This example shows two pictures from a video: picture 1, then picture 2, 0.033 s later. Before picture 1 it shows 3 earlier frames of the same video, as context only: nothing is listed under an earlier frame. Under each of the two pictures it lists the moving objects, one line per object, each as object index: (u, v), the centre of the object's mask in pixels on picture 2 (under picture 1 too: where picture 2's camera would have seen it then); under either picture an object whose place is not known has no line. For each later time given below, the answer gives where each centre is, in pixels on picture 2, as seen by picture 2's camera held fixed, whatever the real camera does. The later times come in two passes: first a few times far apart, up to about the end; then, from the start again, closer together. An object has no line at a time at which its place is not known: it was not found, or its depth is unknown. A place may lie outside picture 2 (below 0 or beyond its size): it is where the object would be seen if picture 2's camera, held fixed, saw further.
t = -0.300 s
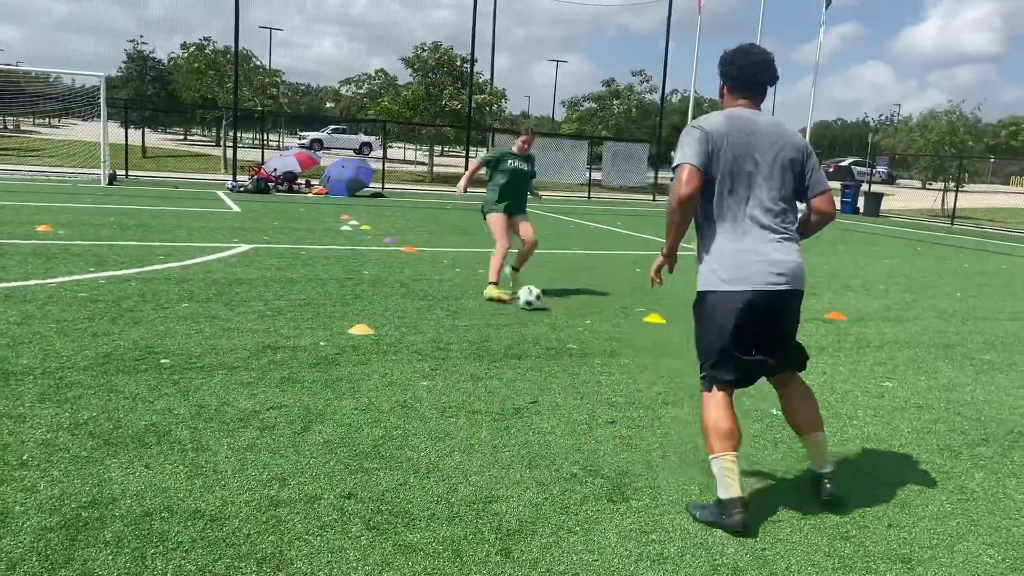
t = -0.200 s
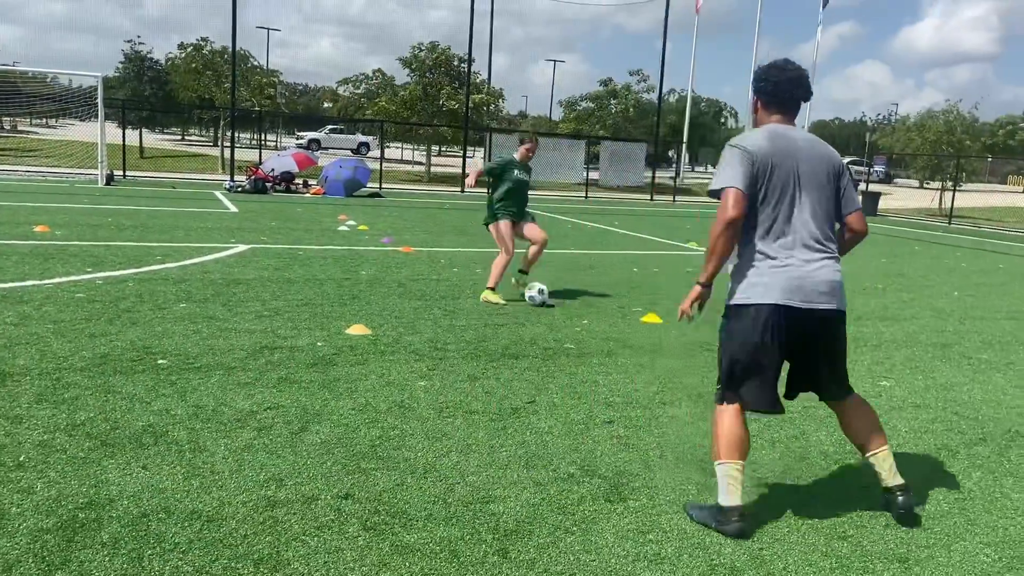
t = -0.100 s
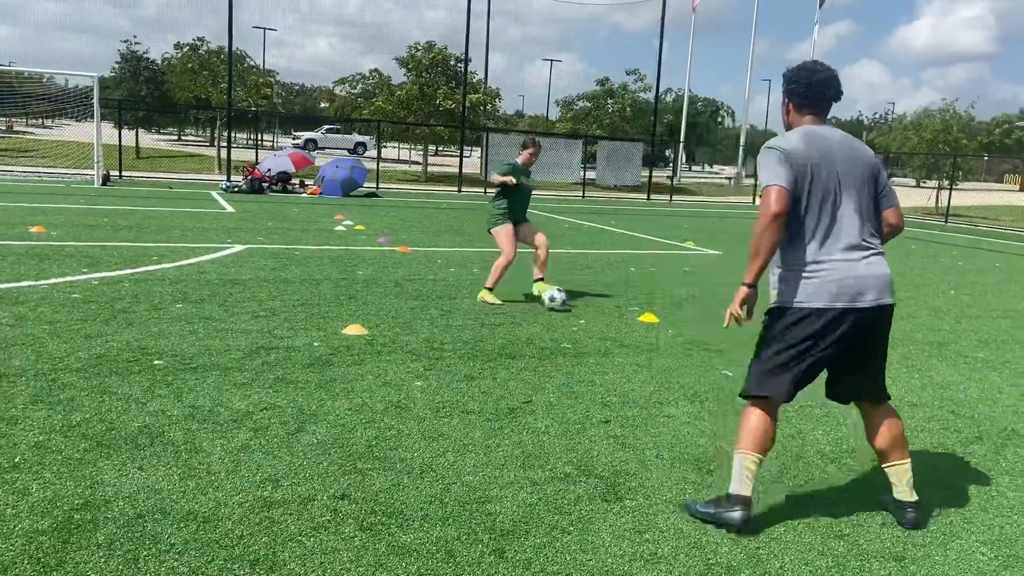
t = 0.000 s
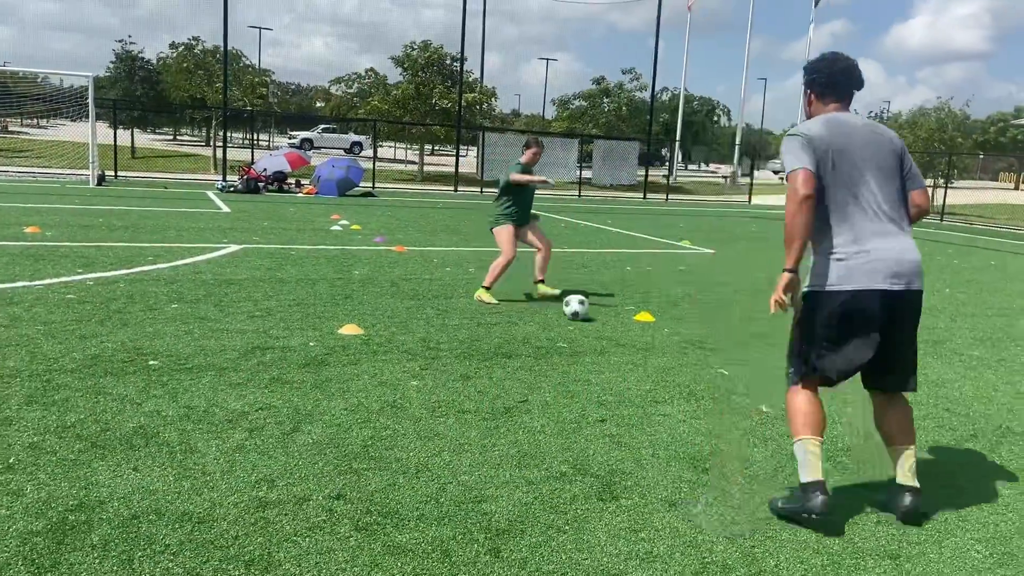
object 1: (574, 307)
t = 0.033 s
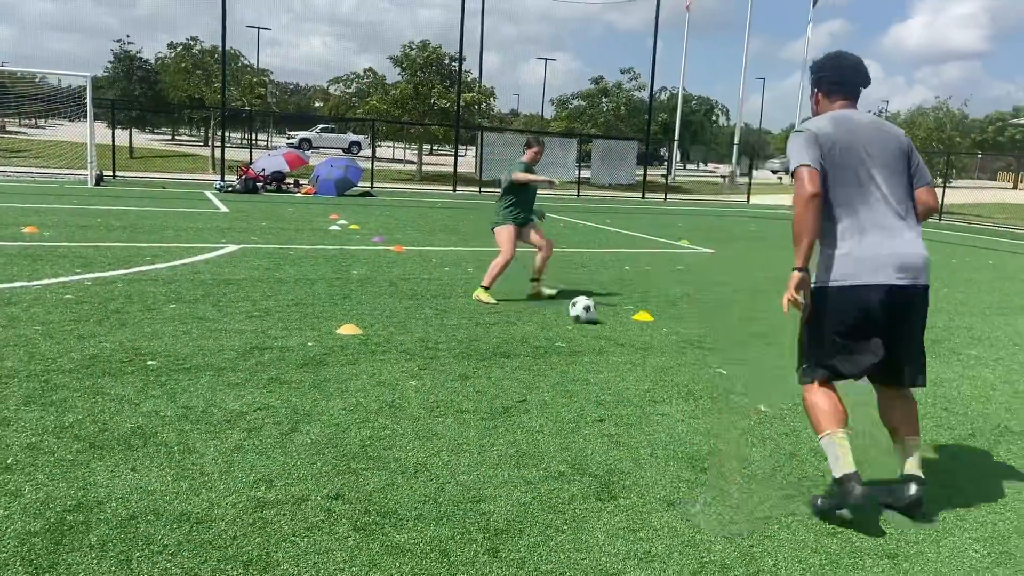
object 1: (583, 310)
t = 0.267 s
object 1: (637, 328)
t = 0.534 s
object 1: (704, 347)
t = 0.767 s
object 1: (770, 366)
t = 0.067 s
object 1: (591, 312)
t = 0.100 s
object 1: (599, 316)
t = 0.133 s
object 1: (606, 318)
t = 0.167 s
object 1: (614, 320)
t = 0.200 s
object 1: (622, 323)
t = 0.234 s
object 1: (630, 325)
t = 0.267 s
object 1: (637, 328)
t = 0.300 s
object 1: (646, 329)
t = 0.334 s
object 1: (655, 333)
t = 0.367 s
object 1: (661, 334)
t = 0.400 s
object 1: (670, 336)
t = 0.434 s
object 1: (677, 339)
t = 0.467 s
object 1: (687, 341)
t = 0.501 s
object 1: (696, 345)
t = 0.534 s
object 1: (704, 347)
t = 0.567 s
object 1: (713, 350)
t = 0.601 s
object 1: (722, 351)
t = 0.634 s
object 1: (731, 355)
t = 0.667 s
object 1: (741, 359)
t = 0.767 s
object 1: (770, 366)
